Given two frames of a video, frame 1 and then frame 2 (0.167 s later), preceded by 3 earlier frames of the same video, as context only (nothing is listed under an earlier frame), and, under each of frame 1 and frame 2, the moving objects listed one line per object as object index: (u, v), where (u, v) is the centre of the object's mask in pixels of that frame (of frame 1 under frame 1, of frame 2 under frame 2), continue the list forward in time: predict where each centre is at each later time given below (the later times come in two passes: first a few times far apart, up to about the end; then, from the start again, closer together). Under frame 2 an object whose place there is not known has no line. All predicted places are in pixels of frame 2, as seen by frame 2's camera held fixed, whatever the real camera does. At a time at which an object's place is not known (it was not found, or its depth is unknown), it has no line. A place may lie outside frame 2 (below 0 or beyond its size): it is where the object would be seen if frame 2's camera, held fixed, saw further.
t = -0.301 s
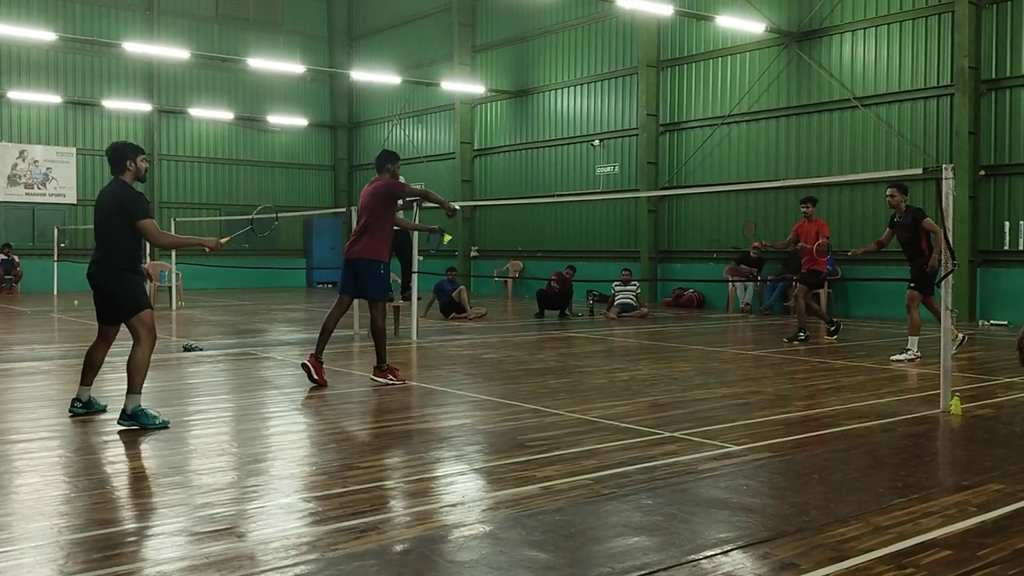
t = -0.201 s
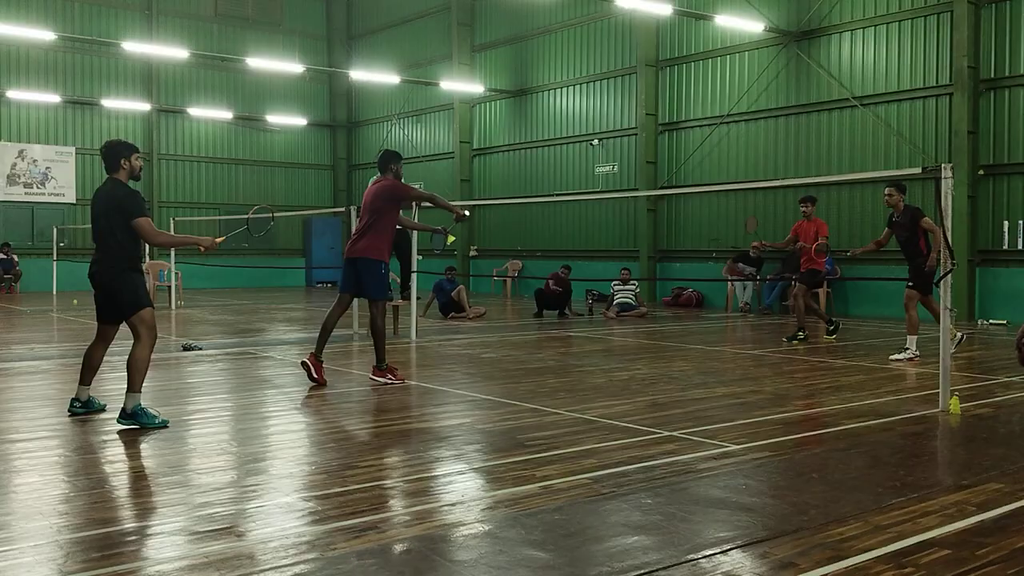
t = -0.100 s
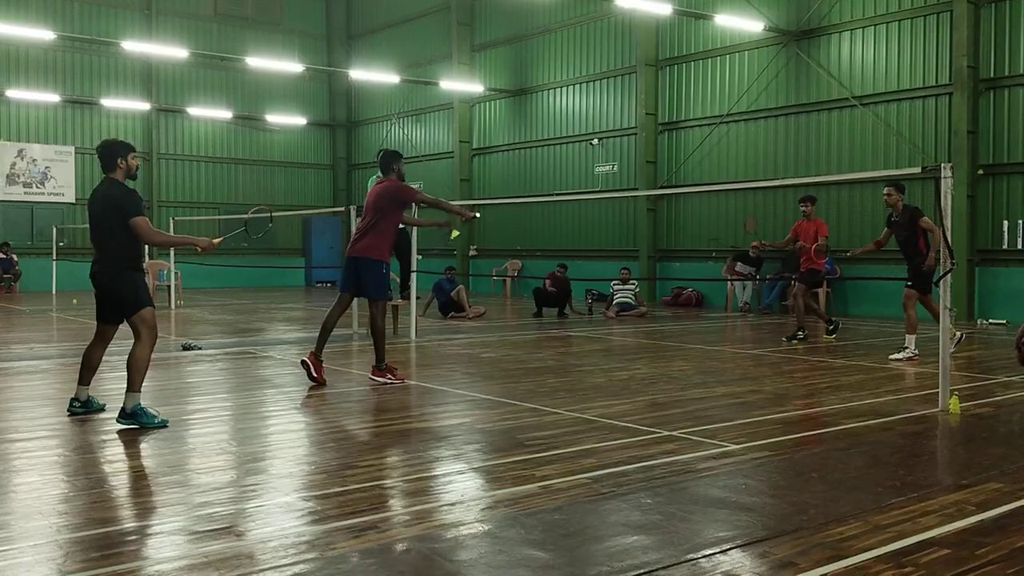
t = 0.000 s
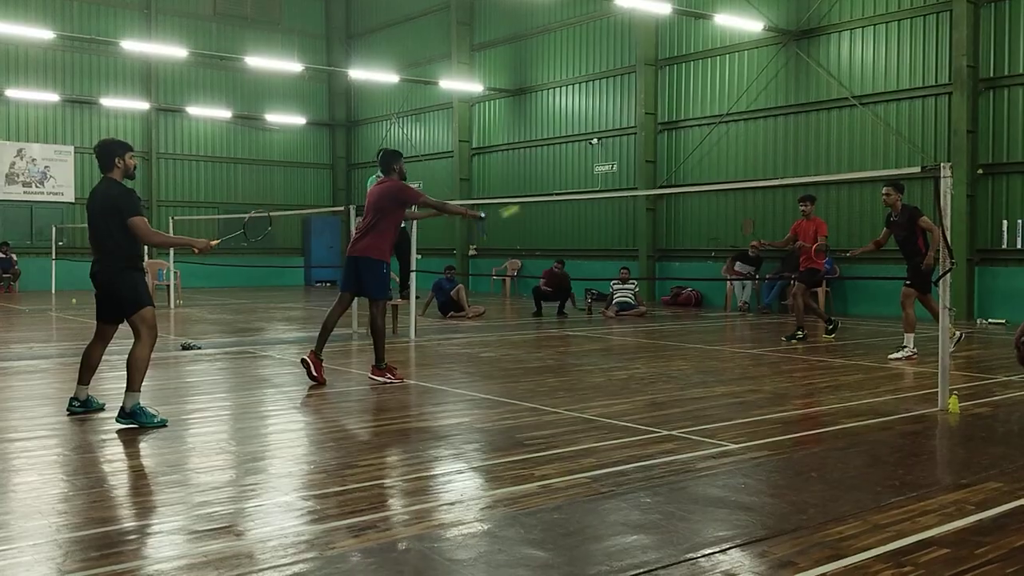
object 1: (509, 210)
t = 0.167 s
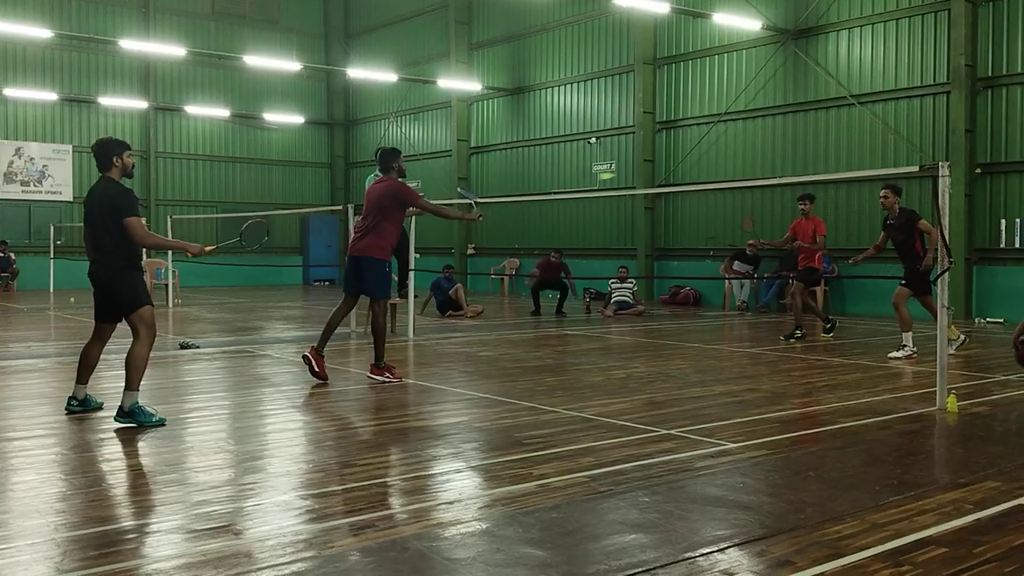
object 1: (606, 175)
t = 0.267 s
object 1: (657, 175)
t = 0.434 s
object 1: (724, 196)
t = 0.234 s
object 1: (640, 174)
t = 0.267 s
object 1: (657, 175)
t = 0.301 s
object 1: (671, 177)
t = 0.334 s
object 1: (685, 180)
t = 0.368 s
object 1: (698, 184)
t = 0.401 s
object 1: (713, 191)
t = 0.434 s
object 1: (724, 196)
